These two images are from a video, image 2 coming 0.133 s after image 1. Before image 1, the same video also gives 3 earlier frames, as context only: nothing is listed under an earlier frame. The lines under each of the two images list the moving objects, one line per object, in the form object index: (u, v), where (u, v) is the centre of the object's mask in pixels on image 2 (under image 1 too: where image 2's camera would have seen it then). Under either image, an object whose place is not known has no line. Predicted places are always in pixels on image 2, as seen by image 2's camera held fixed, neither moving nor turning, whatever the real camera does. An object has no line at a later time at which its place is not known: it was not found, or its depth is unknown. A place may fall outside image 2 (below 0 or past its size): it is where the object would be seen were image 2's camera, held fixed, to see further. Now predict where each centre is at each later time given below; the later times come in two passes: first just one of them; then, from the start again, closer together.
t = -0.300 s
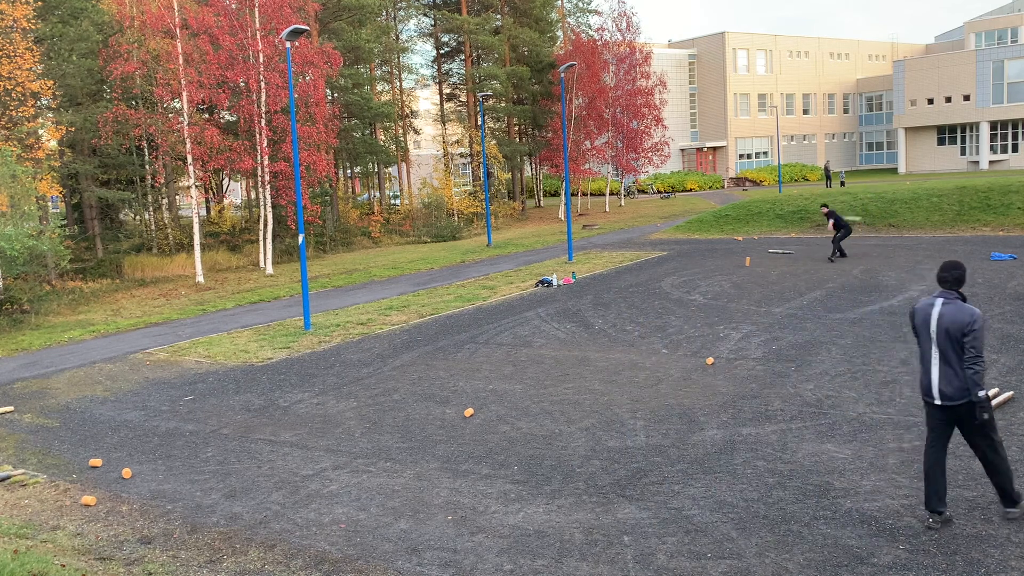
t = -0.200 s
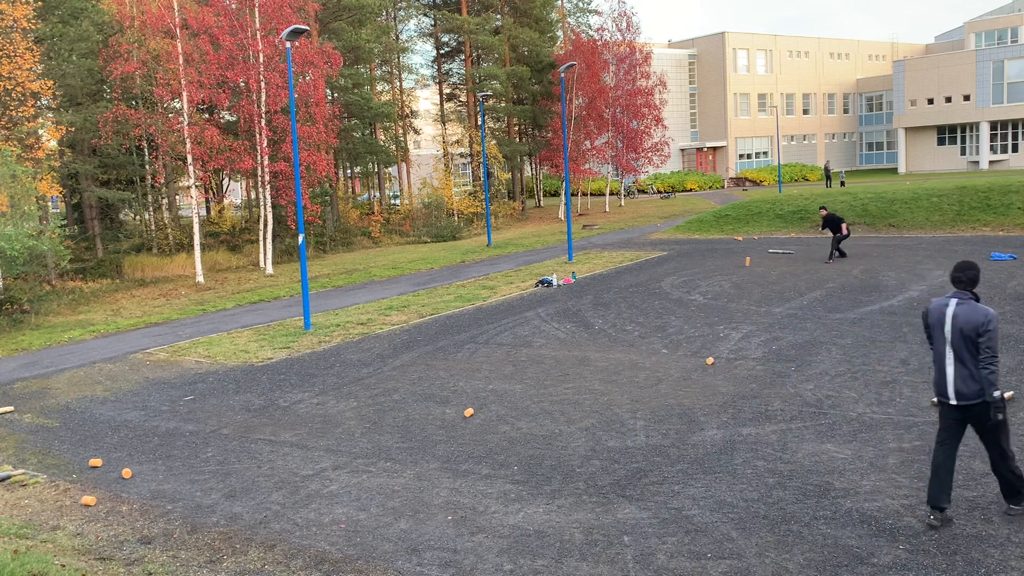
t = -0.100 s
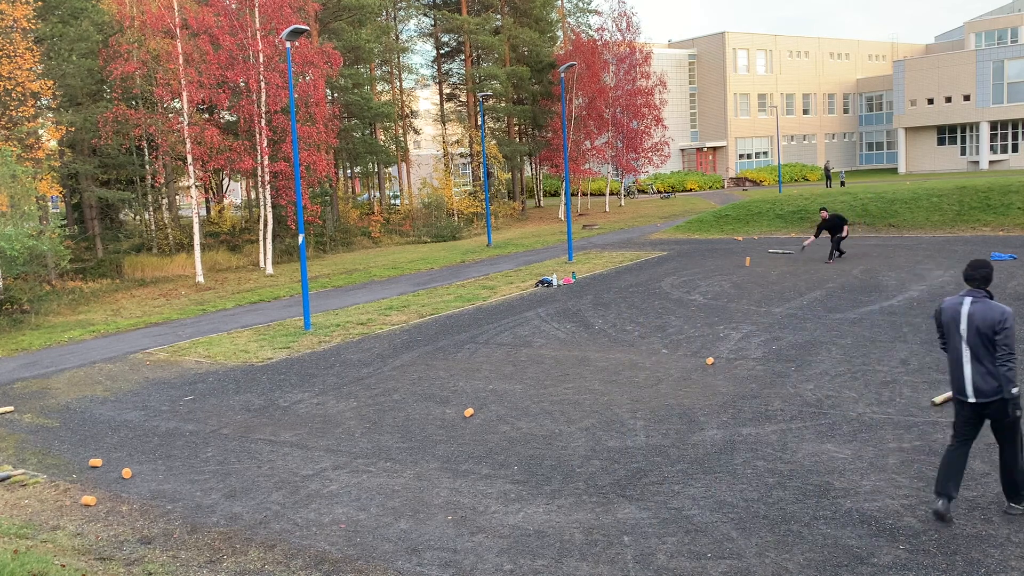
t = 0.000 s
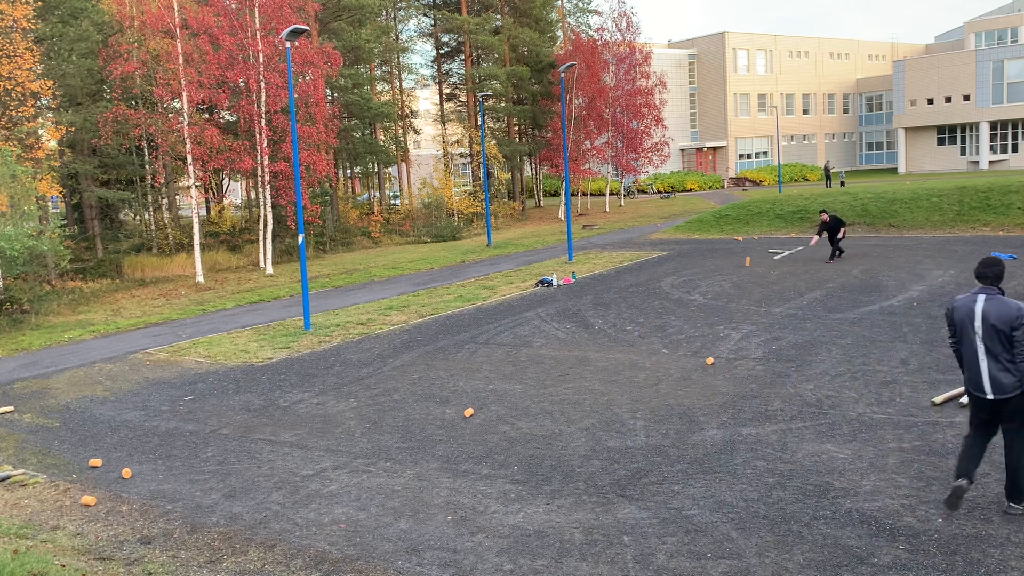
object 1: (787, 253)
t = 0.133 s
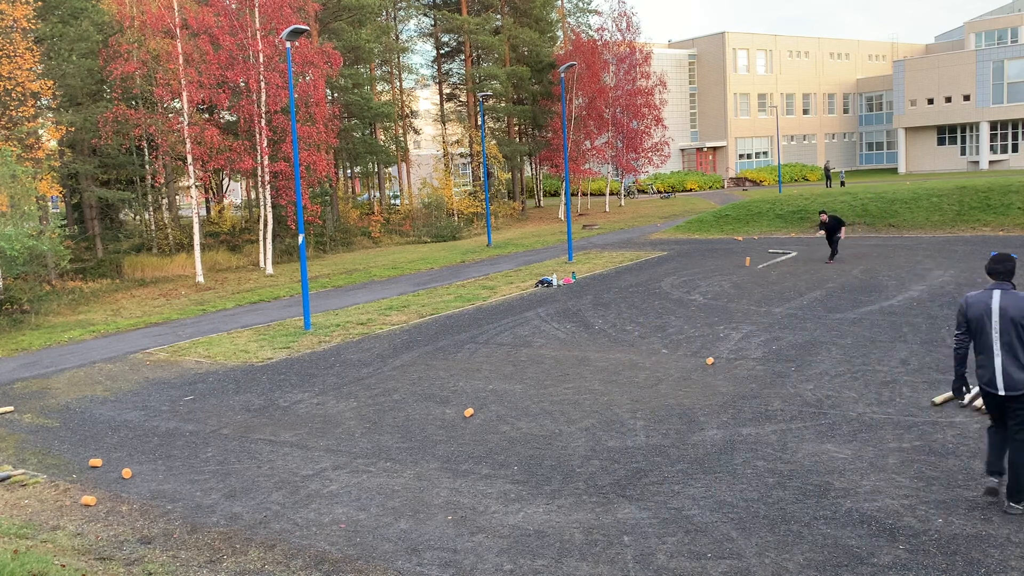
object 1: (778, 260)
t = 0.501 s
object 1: (745, 318)
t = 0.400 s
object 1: (754, 307)
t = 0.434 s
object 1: (750, 311)
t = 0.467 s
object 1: (747, 314)
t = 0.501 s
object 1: (745, 318)
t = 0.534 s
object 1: (742, 323)
